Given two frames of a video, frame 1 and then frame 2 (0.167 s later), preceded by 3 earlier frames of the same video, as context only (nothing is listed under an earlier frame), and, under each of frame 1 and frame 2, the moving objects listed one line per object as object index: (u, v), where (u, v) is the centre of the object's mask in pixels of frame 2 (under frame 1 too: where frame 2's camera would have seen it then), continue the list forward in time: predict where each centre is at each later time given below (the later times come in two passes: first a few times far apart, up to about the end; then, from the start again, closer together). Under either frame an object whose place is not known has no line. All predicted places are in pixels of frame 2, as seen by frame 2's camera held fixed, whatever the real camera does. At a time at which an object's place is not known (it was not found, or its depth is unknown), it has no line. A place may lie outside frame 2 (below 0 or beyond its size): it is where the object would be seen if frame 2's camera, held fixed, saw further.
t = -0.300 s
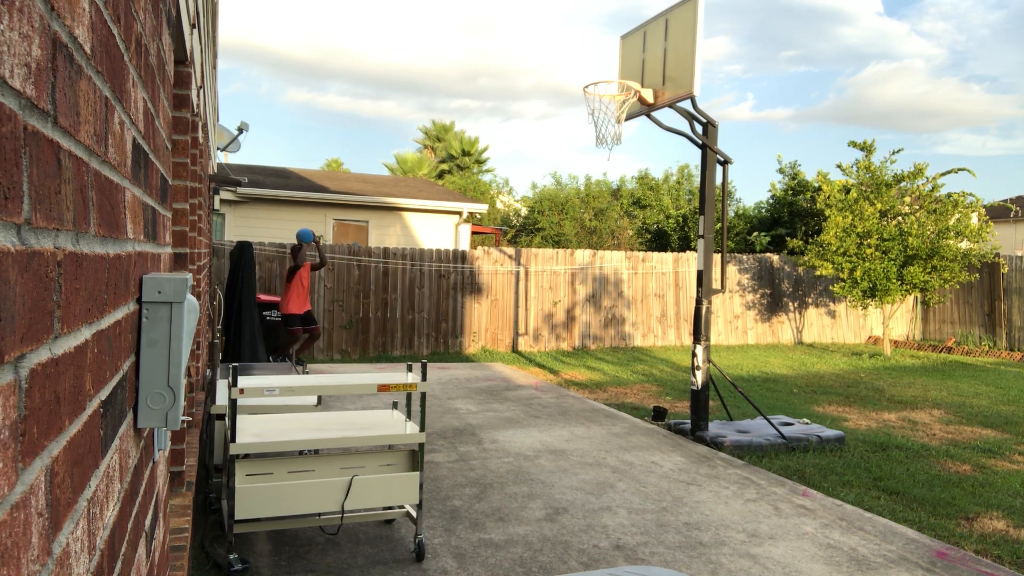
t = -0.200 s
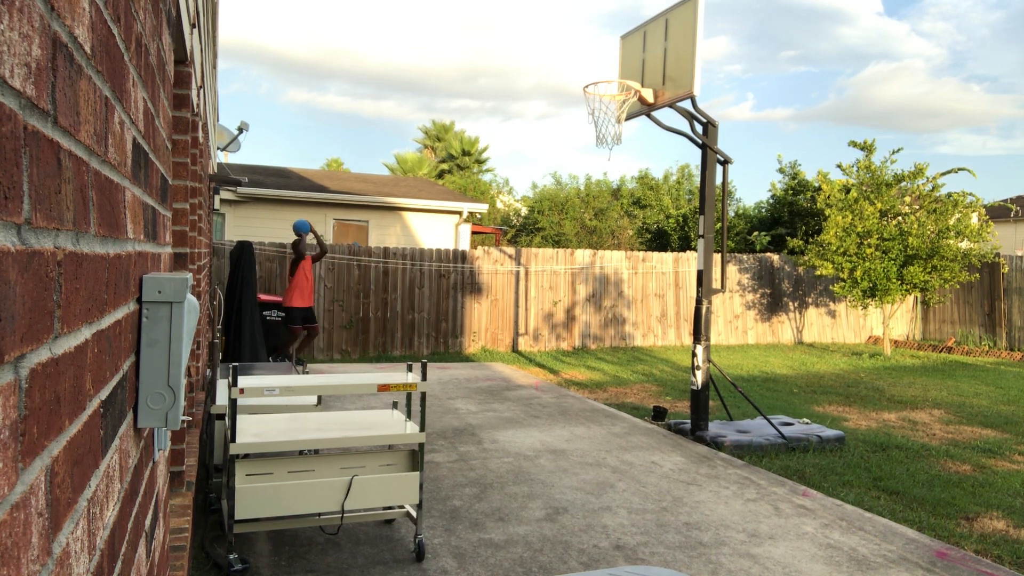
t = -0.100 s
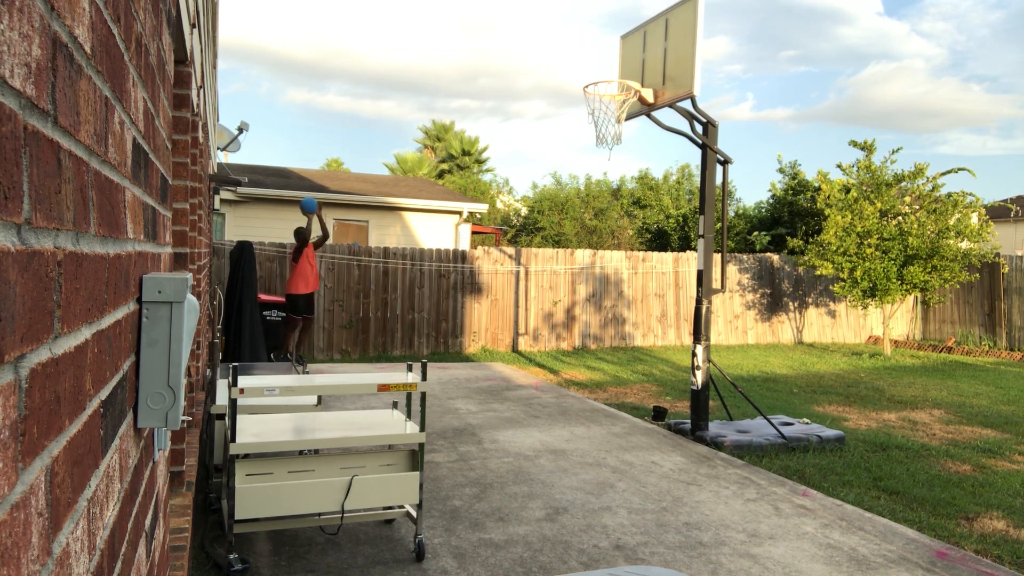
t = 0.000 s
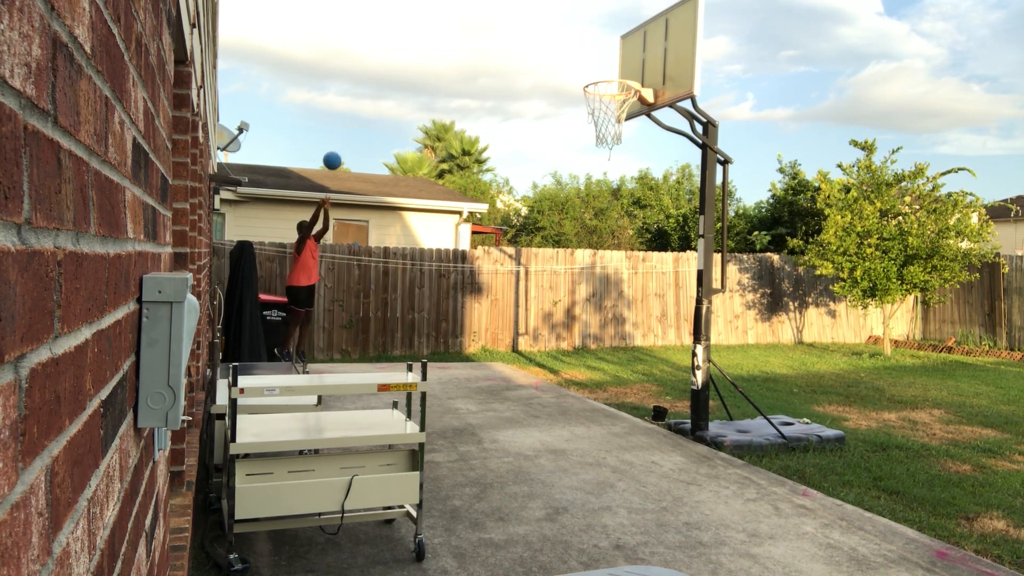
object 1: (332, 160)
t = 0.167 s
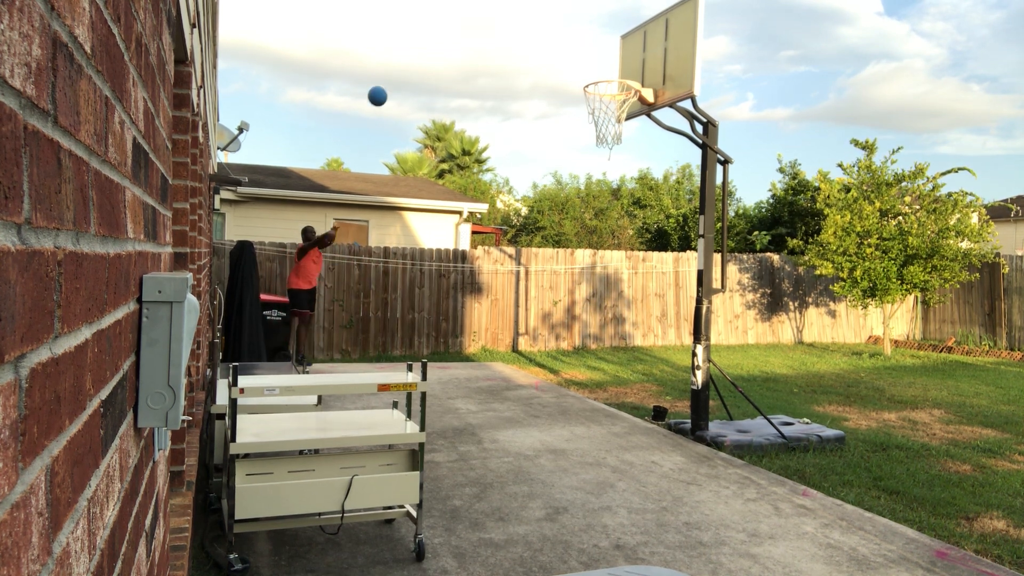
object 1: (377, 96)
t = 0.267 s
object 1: (406, 66)
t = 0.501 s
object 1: (477, 26)
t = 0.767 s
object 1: (570, 48)
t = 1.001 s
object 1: (636, 64)
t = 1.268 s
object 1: (692, 87)
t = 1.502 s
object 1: (748, 192)
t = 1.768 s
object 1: (819, 435)
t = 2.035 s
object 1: (946, 335)
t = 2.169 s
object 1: (1014, 241)
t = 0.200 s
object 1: (387, 85)
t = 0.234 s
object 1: (396, 75)
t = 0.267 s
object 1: (406, 66)
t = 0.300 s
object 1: (415, 58)
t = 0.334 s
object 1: (425, 50)
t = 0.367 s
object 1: (435, 43)
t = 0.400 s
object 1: (446, 38)
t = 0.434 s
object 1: (456, 33)
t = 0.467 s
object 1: (466, 29)
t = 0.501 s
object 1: (477, 26)
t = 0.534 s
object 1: (488, 25)
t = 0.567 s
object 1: (499, 24)
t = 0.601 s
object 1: (511, 25)
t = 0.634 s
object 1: (522, 27)
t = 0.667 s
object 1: (534, 30)
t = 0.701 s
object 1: (546, 35)
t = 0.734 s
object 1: (558, 40)
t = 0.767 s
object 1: (570, 48)
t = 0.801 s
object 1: (582, 56)
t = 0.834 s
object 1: (595, 66)
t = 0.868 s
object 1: (608, 77)
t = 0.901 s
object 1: (616, 78)
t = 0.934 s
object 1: (624, 69)
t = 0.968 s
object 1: (630, 67)
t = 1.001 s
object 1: (636, 64)
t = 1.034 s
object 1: (642, 62)
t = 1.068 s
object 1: (649, 61)
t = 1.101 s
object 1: (656, 61)
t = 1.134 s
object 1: (663, 63)
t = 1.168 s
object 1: (670, 66)
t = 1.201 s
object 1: (678, 71)
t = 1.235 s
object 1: (685, 78)
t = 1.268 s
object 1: (692, 87)
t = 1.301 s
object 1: (700, 97)
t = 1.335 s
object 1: (708, 107)
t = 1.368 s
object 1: (715, 121)
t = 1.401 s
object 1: (724, 136)
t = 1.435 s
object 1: (732, 153)
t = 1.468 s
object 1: (739, 172)
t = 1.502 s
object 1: (748, 192)
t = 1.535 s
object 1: (756, 215)
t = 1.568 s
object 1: (764, 239)
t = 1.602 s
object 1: (773, 266)
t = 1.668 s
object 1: (790, 326)
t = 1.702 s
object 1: (800, 360)
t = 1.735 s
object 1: (809, 396)
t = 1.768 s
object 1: (819, 435)
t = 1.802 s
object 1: (827, 474)
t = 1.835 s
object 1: (836, 513)
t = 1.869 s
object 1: (853, 481)
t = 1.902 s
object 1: (871, 450)
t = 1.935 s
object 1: (889, 419)
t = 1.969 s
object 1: (907, 390)
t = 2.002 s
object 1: (926, 362)
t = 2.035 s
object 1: (946, 335)
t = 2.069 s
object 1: (966, 309)
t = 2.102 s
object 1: (986, 285)
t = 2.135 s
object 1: (1004, 262)
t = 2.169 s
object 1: (1014, 241)
